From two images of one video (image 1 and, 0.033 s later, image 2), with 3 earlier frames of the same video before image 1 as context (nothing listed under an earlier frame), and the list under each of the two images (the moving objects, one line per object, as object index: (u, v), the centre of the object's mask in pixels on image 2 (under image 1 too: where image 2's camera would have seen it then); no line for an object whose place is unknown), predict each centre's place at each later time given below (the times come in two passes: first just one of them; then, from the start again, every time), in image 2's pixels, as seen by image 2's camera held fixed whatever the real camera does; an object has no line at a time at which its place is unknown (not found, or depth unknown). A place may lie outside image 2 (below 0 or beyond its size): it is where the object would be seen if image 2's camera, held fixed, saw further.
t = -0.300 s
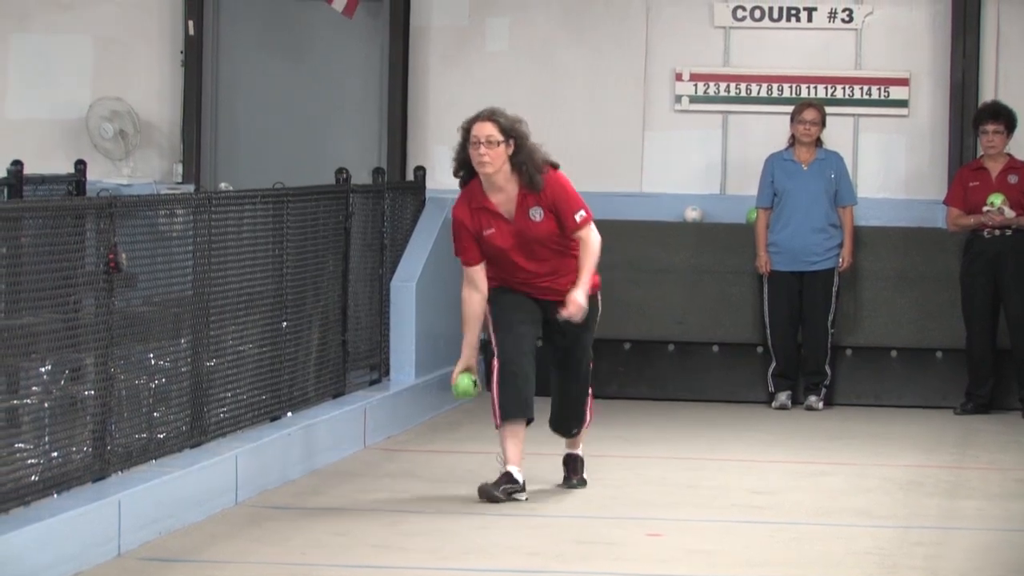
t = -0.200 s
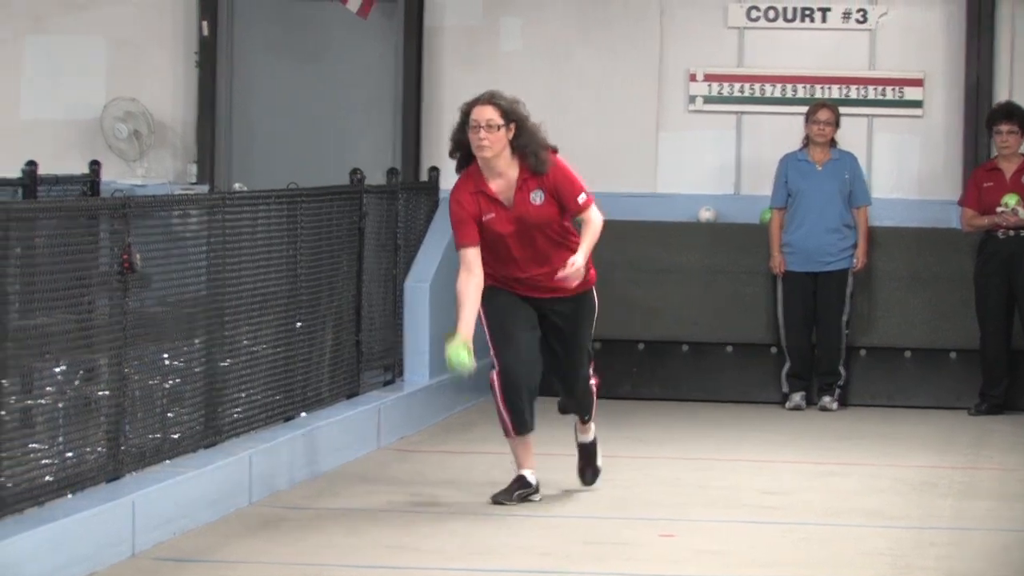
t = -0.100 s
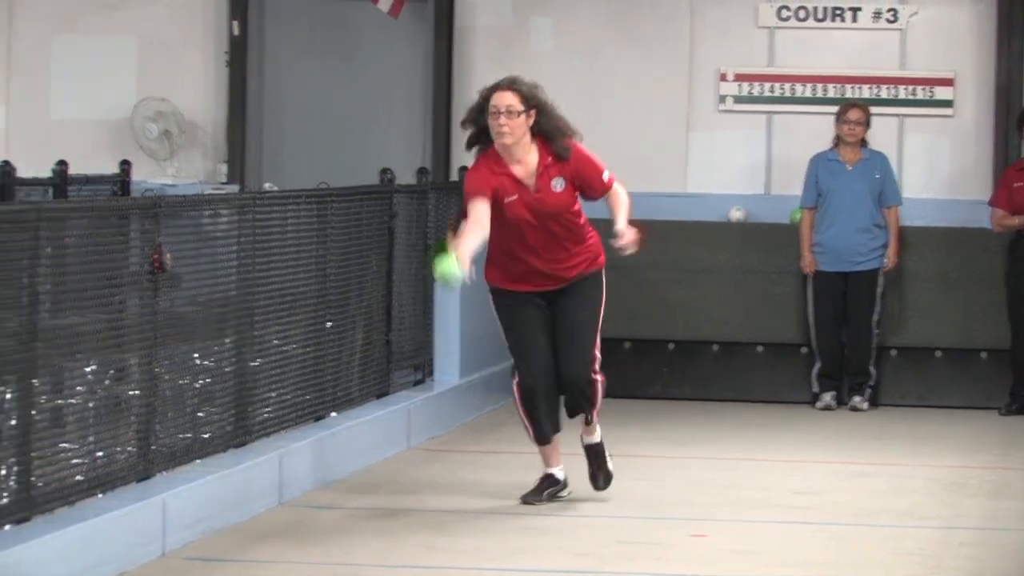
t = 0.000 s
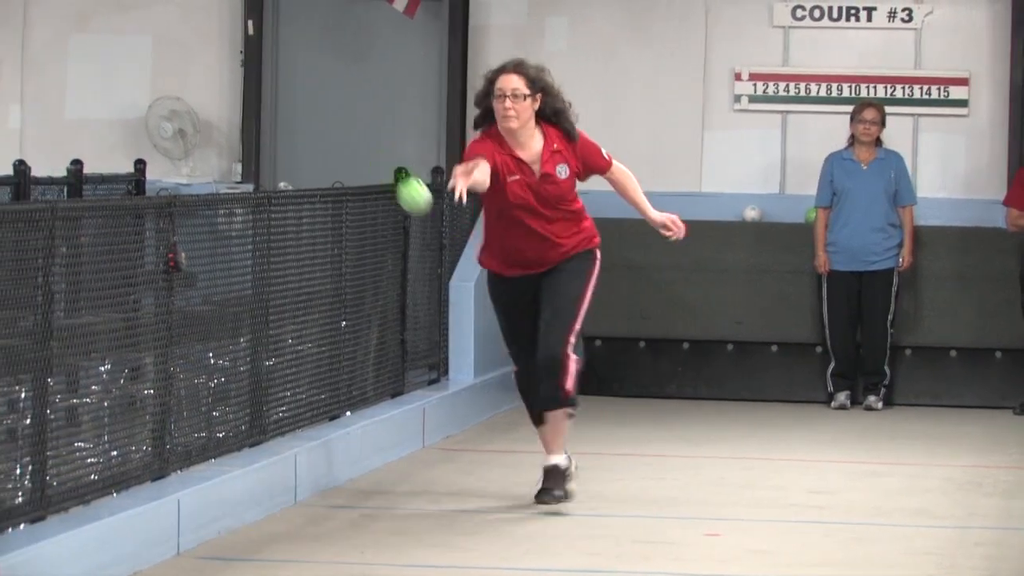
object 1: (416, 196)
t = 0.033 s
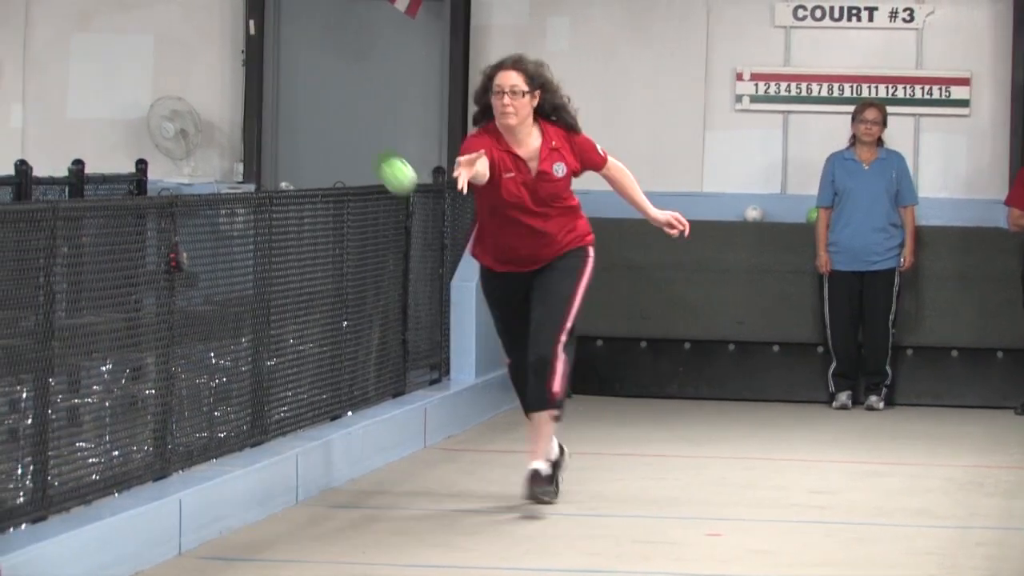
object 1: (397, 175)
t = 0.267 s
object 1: (258, 124)
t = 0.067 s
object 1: (379, 156)
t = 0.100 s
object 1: (360, 143)
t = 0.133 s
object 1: (340, 132)
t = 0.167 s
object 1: (321, 125)
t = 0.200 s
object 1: (301, 121)
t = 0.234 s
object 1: (280, 121)
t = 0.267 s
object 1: (258, 124)
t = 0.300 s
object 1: (234, 132)
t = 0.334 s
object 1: (211, 142)
